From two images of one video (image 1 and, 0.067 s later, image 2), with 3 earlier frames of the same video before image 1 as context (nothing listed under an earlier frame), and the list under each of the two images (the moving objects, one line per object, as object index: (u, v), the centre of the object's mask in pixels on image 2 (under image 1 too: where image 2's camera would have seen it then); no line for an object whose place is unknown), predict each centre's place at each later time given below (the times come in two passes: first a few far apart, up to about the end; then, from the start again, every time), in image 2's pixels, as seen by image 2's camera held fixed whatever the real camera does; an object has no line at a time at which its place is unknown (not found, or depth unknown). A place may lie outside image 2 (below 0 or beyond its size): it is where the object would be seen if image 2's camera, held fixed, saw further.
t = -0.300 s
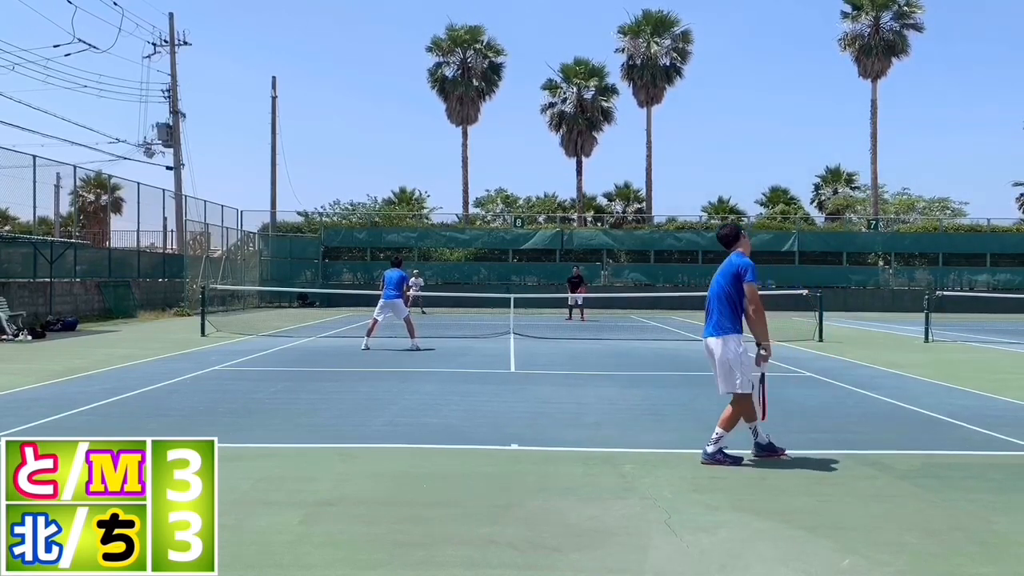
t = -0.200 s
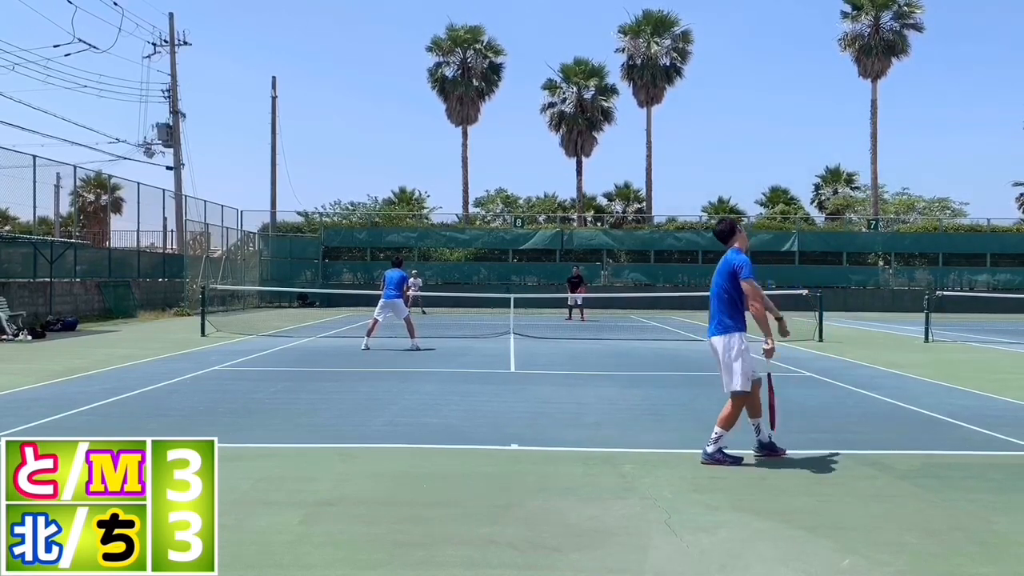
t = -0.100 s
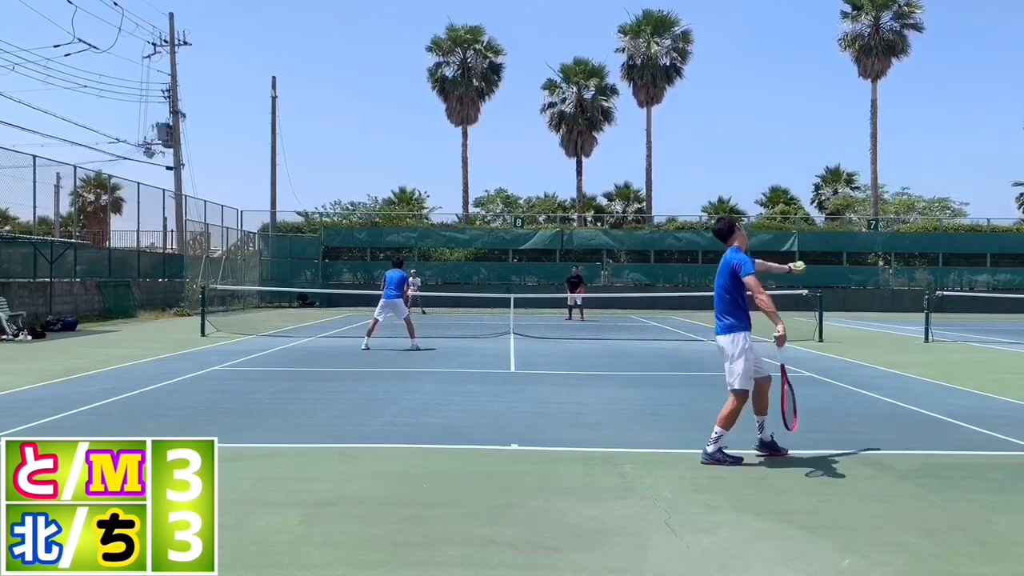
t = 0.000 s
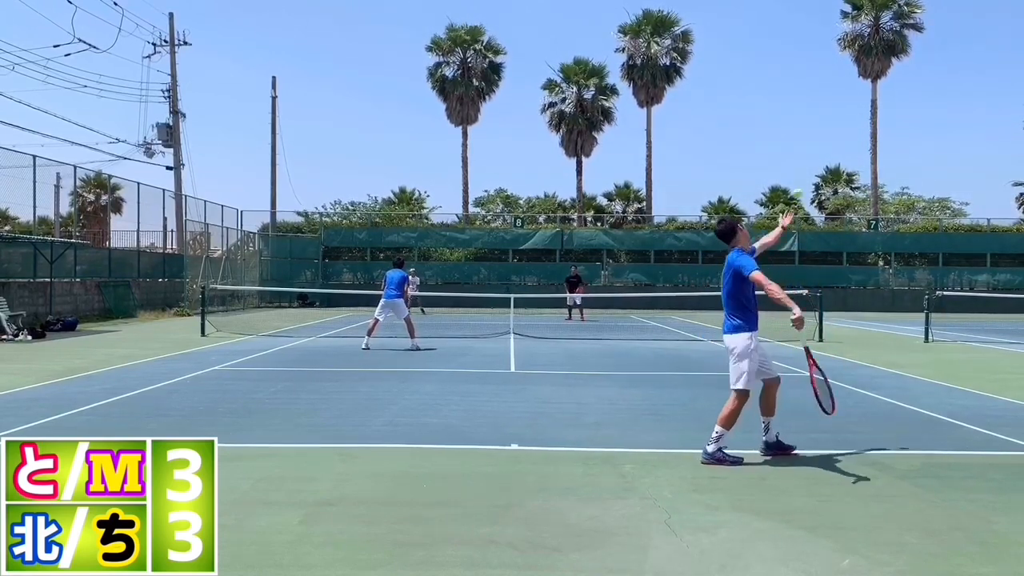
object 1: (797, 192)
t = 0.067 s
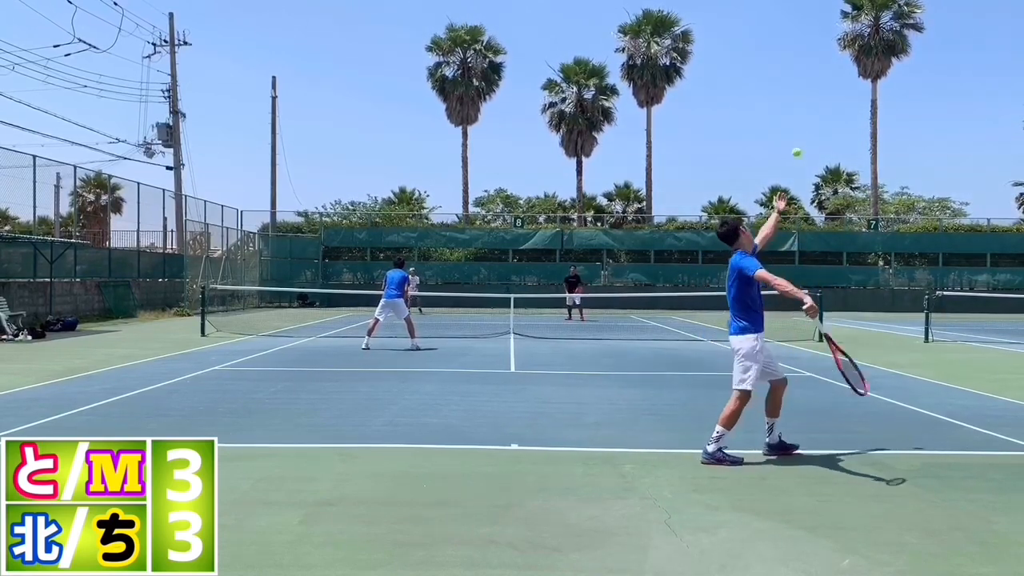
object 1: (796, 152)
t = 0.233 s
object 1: (793, 78)
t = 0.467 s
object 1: (787, 33)
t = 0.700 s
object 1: (779, 55)
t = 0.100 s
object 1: (796, 135)
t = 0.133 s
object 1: (795, 118)
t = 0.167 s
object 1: (794, 103)
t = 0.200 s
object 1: (793, 89)
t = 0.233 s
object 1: (793, 78)
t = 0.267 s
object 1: (791, 67)
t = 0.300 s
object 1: (791, 57)
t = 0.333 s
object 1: (790, 50)
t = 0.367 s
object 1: (789, 43)
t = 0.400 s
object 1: (788, 38)
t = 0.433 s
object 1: (788, 35)
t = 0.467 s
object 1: (787, 33)
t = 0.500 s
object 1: (786, 32)
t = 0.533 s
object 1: (784, 32)
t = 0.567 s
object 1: (783, 34)
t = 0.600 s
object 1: (783, 37)
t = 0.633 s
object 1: (781, 42)
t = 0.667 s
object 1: (780, 48)
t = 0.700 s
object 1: (779, 55)
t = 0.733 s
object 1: (778, 63)
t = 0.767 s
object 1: (777, 73)
